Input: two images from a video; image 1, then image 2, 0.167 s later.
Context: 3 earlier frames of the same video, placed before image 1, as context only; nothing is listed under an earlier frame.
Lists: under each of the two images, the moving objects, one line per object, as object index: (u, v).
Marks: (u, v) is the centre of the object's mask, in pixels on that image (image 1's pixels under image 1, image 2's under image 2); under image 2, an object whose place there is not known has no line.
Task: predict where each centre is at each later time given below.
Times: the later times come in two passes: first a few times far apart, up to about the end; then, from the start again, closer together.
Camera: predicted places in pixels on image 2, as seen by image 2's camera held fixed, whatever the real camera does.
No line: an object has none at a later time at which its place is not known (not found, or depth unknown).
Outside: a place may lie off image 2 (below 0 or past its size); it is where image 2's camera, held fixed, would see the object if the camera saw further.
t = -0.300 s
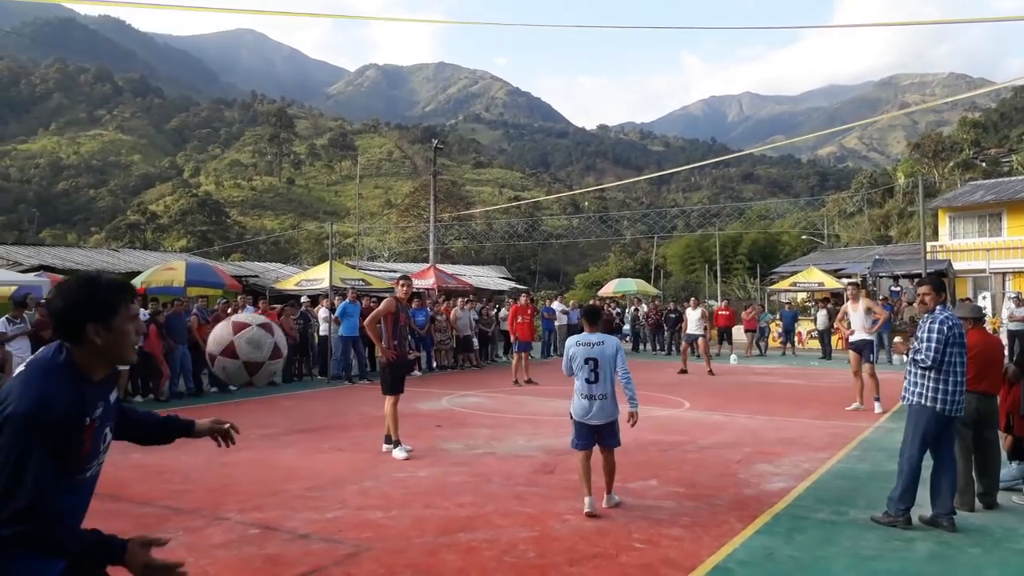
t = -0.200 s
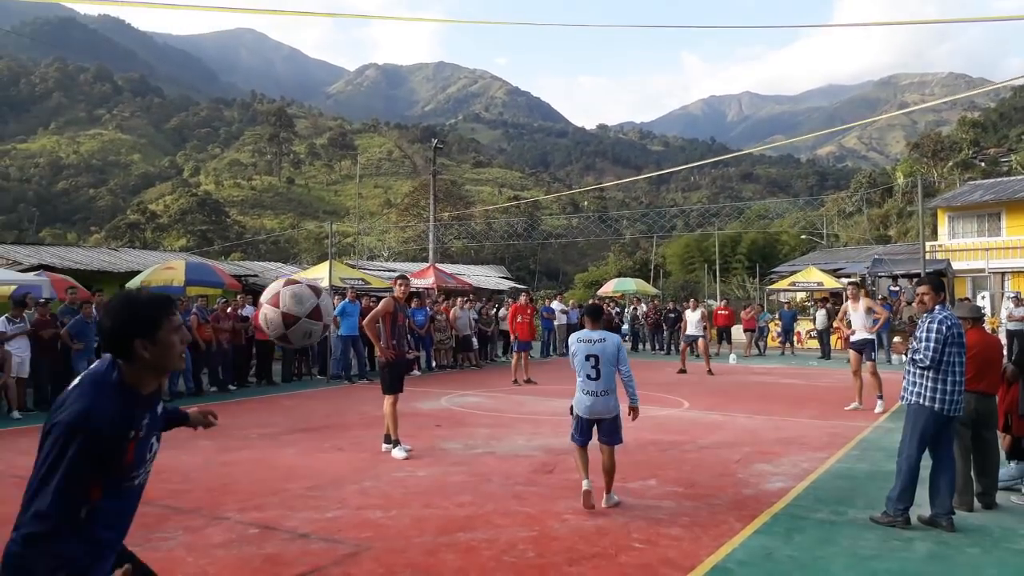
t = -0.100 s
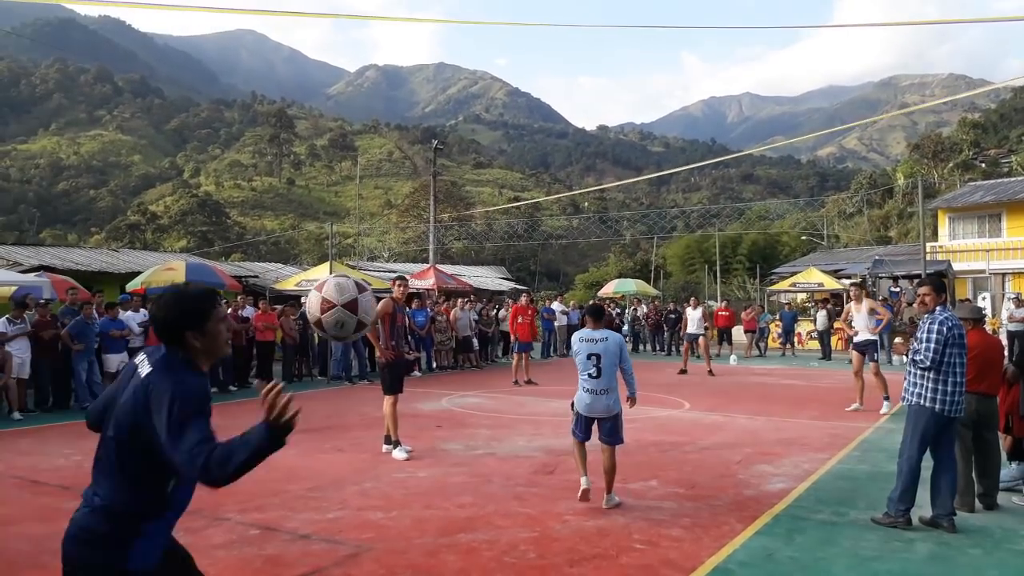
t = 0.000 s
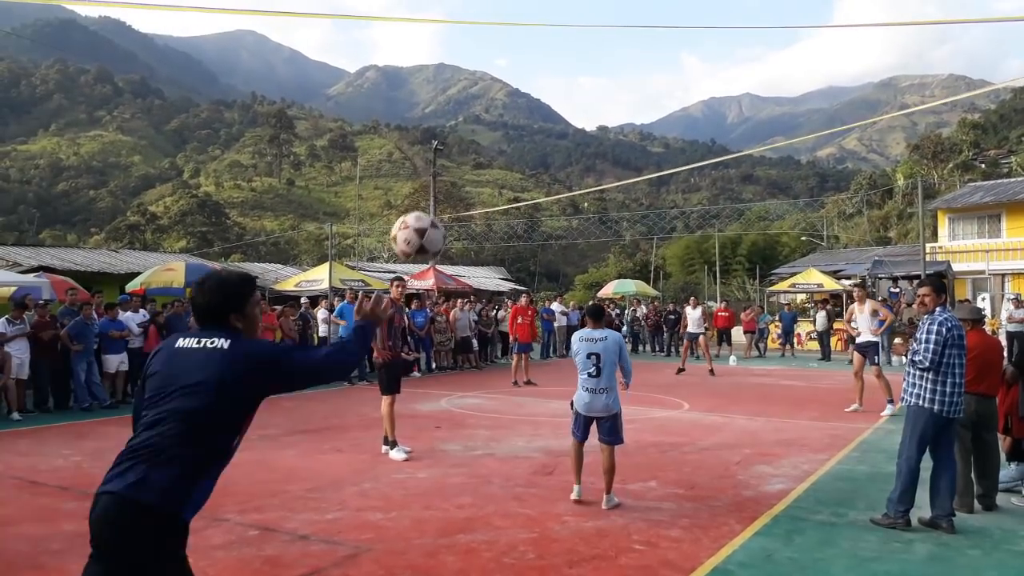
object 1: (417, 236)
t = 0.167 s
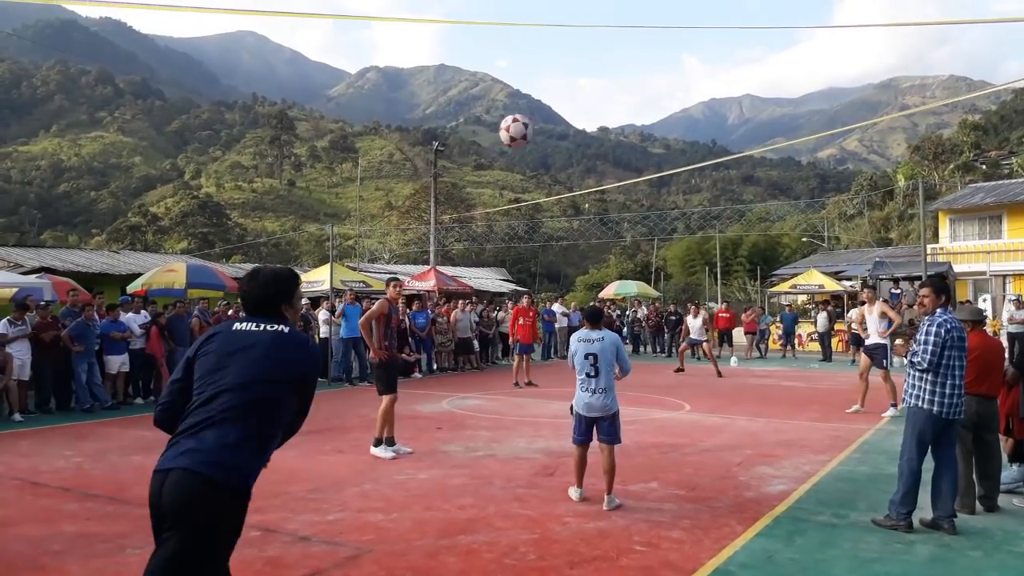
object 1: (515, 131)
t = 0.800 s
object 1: (614, 192)
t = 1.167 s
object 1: (627, 290)
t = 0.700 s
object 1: (609, 168)
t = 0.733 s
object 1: (611, 176)
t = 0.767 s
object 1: (612, 184)
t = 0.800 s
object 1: (614, 192)
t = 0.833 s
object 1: (616, 200)
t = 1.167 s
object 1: (627, 290)
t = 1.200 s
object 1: (627, 299)
